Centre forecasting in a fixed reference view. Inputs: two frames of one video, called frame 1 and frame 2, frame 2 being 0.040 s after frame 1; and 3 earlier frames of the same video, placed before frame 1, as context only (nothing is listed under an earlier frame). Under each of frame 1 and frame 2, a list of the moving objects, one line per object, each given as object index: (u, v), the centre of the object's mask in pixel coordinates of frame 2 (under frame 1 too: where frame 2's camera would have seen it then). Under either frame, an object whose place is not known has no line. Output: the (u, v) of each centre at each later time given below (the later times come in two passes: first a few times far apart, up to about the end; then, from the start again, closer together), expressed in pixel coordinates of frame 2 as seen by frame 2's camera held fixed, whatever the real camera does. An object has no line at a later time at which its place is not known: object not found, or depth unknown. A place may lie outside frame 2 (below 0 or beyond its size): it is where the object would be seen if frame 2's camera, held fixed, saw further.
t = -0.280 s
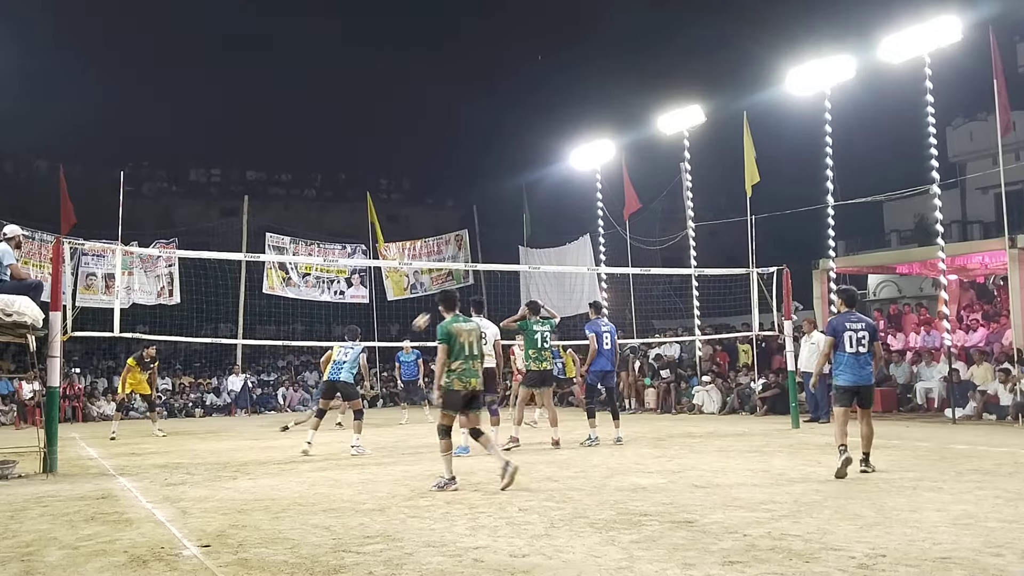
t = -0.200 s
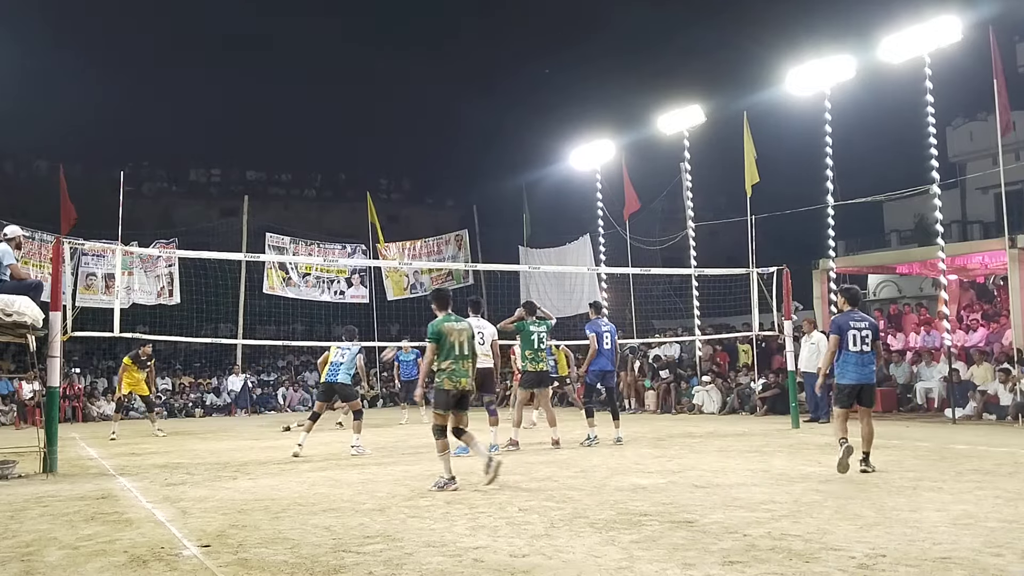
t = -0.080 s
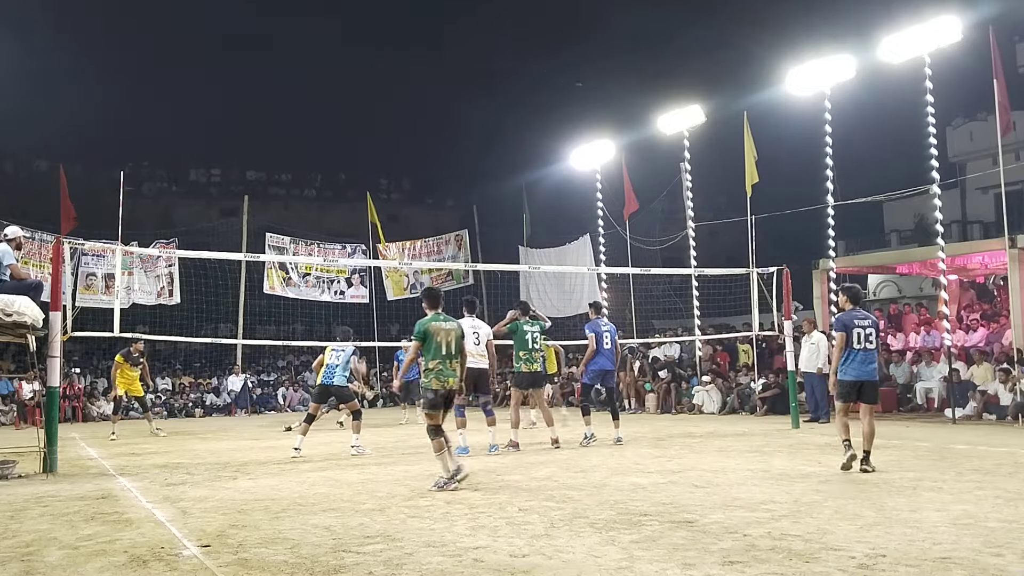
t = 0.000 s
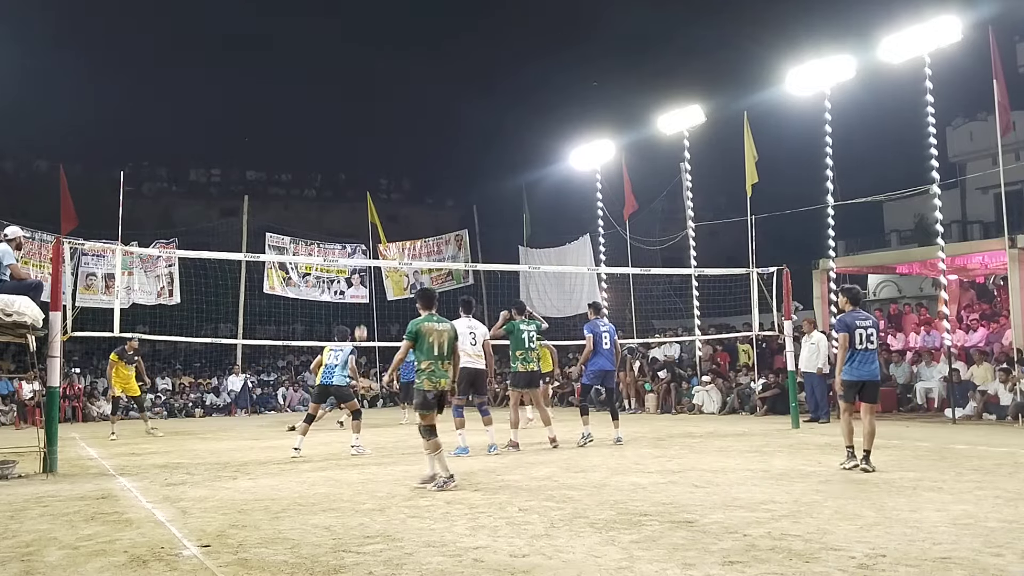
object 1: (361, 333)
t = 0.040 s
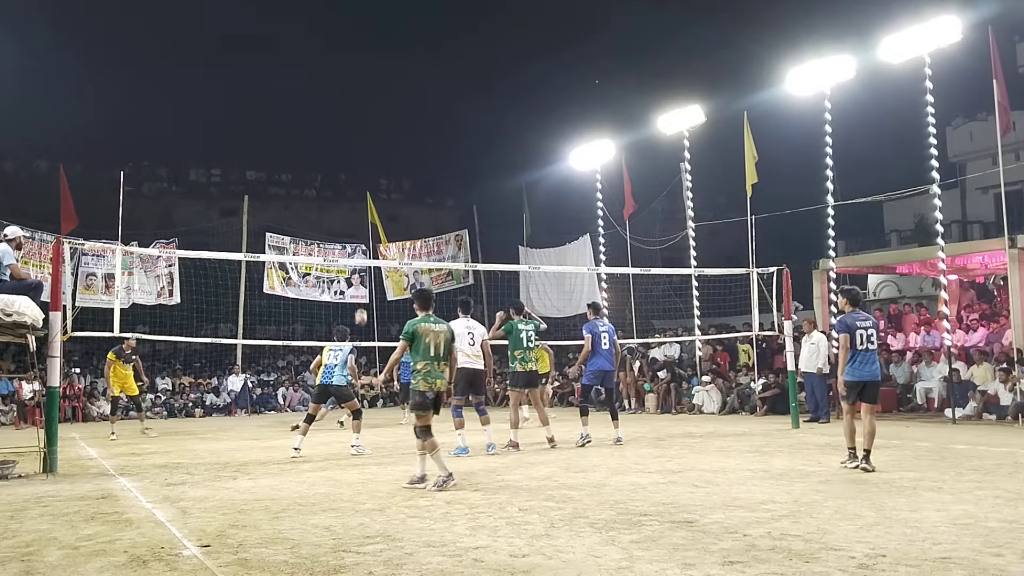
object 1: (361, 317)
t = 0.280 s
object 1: (359, 232)
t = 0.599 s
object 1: (353, 166)
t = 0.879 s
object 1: (347, 153)
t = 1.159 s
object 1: (341, 191)
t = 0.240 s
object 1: (360, 245)
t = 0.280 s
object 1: (359, 232)
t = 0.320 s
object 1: (358, 222)
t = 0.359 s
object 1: (358, 211)
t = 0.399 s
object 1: (358, 201)
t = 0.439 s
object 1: (357, 193)
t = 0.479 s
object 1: (356, 185)
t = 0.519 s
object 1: (355, 177)
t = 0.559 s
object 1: (354, 170)
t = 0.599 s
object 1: (353, 166)
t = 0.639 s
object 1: (353, 161)
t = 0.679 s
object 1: (352, 157)
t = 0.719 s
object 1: (351, 154)
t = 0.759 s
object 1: (350, 152)
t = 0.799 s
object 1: (349, 151)
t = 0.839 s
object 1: (348, 152)
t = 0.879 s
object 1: (347, 153)
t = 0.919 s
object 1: (346, 155)
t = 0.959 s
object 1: (345, 158)
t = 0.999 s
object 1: (344, 163)
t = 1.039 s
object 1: (343, 168)
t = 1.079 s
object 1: (342, 175)
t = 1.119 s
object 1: (341, 183)
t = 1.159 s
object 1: (341, 191)
